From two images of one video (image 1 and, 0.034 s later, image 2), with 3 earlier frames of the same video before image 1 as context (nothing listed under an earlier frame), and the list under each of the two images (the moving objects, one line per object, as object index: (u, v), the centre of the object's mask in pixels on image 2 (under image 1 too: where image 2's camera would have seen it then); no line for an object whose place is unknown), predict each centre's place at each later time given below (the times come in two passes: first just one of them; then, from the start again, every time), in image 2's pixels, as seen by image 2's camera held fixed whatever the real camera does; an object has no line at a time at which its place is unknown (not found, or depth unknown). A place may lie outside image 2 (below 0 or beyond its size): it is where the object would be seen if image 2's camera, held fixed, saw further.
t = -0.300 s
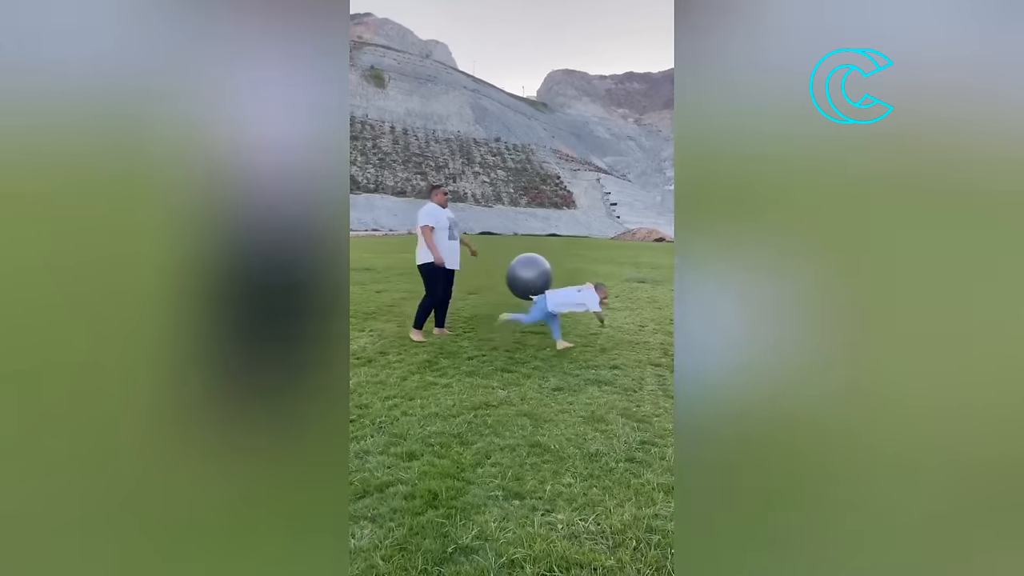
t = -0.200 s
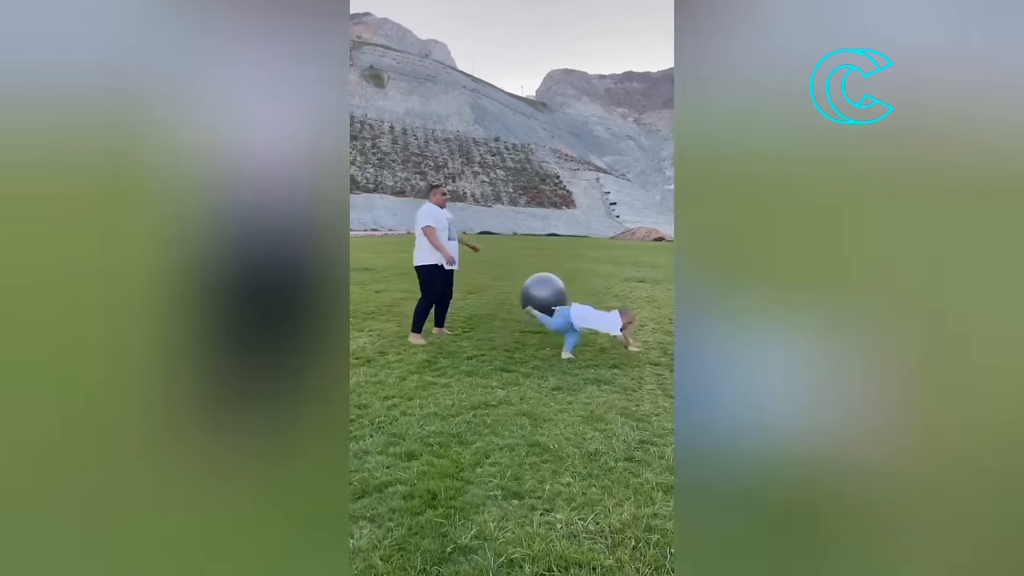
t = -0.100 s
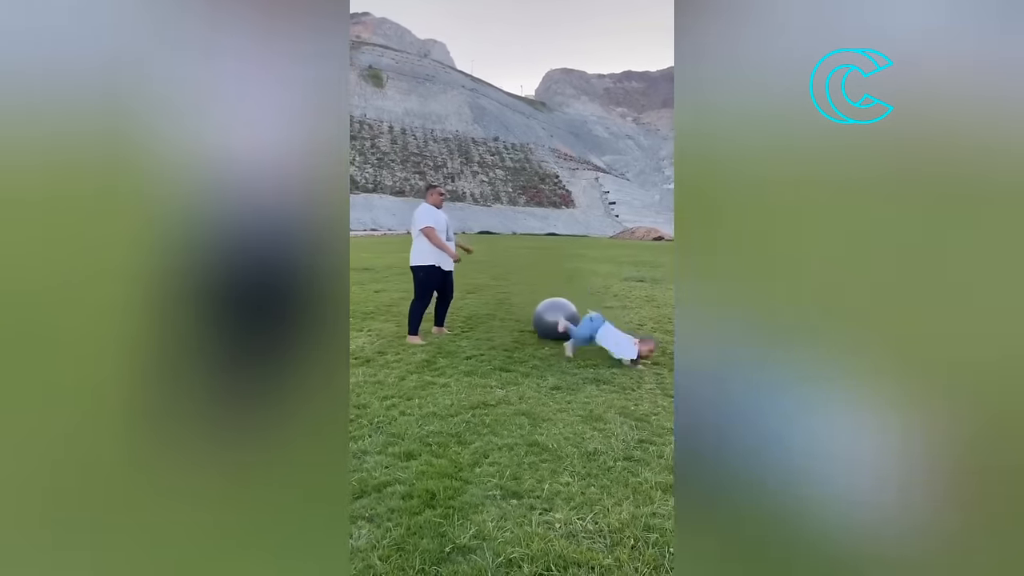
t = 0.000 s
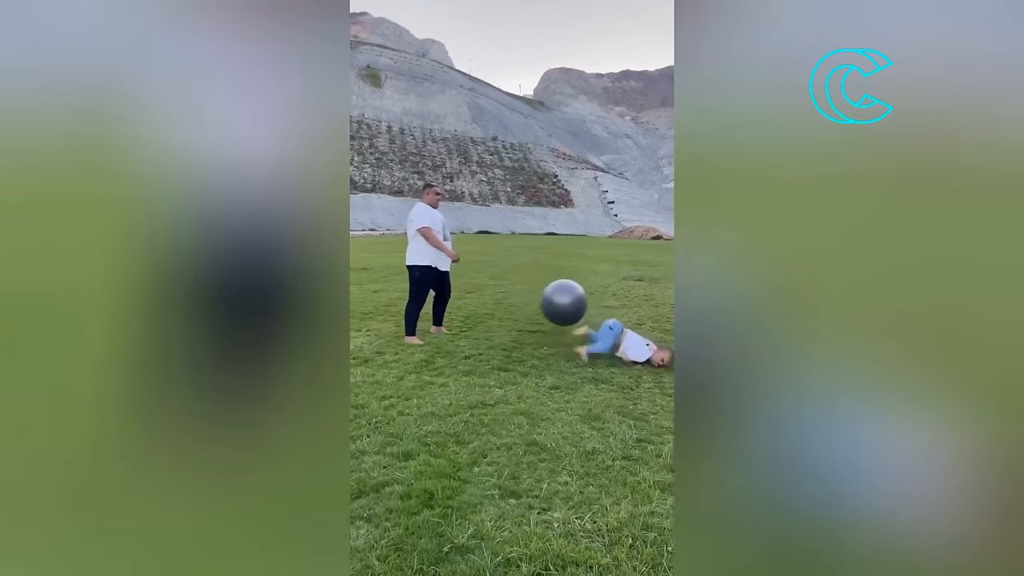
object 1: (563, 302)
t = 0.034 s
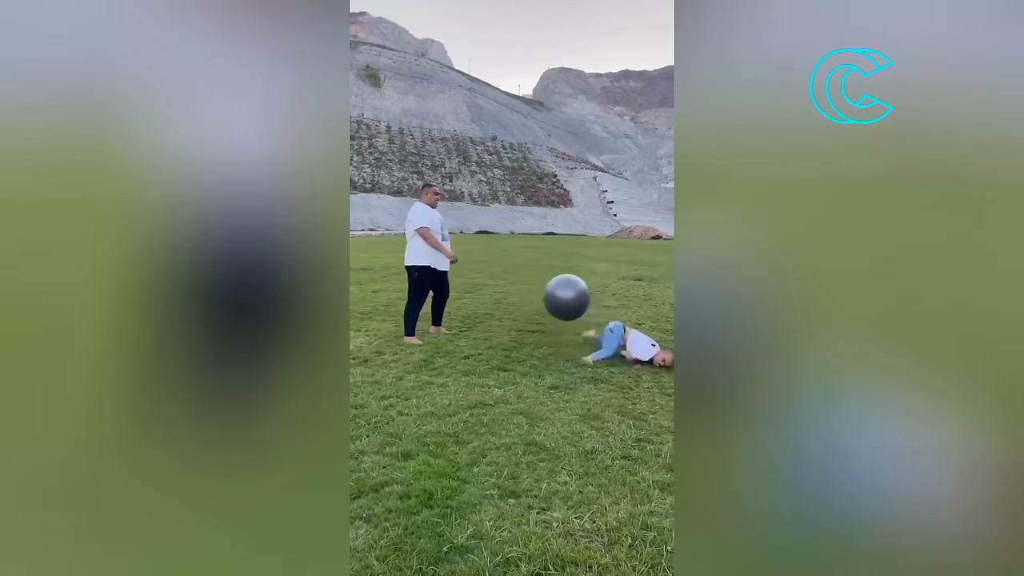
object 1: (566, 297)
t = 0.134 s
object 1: (576, 286)
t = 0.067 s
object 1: (570, 293)
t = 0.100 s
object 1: (573, 289)
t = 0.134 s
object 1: (576, 286)
